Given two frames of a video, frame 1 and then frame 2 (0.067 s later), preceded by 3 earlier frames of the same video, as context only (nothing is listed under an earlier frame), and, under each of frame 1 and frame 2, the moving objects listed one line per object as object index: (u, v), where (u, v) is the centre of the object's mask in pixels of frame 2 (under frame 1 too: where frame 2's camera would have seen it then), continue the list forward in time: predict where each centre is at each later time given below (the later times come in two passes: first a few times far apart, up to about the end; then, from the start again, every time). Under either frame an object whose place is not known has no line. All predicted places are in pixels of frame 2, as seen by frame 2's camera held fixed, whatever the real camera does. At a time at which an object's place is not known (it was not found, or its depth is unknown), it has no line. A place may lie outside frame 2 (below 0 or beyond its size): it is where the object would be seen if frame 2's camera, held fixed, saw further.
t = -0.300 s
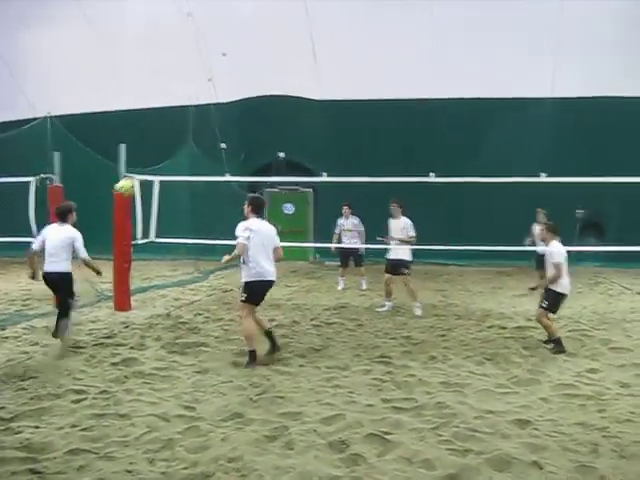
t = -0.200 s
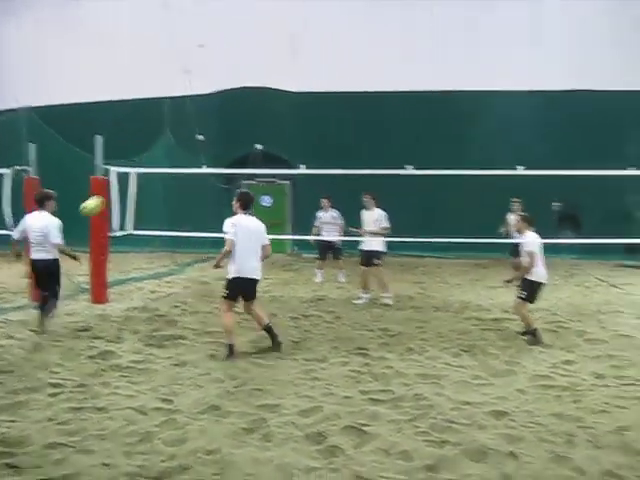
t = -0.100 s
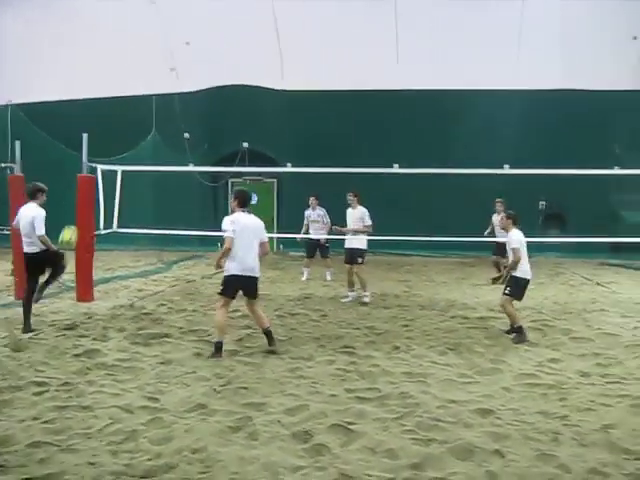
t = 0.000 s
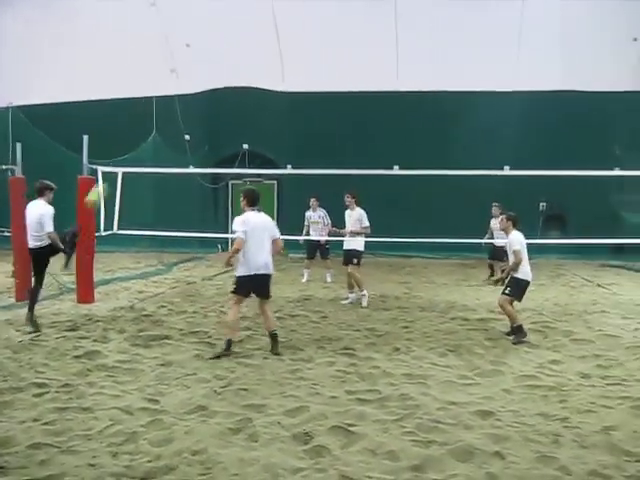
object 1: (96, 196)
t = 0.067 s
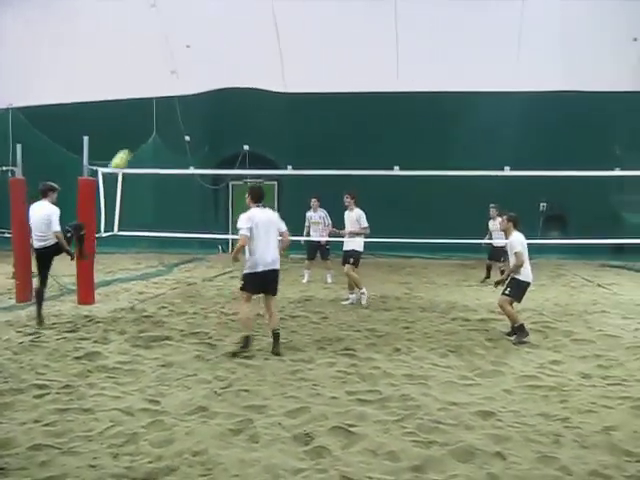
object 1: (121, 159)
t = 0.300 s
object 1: (192, 80)
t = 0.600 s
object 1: (264, 46)
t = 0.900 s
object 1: (322, 67)
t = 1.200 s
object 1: (374, 130)
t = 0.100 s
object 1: (131, 146)
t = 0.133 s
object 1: (141, 132)
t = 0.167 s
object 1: (152, 120)
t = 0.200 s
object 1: (163, 108)
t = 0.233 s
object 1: (171, 100)
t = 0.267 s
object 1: (183, 88)
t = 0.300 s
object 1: (192, 80)
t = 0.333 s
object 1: (202, 72)
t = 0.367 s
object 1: (210, 67)
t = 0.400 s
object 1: (218, 60)
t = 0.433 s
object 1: (226, 55)
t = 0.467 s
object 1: (235, 52)
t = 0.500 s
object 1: (243, 49)
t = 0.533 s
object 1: (250, 47)
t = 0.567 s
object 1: (258, 46)
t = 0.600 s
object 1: (264, 46)
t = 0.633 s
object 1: (271, 46)
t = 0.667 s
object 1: (278, 45)
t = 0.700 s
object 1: (283, 47)
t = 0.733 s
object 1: (290, 49)
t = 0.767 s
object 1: (297, 52)
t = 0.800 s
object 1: (303, 54)
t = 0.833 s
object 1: (310, 57)
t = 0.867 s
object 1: (315, 63)
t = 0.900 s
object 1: (322, 67)
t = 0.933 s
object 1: (328, 72)
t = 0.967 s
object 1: (335, 77)
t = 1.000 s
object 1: (341, 84)
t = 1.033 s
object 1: (347, 92)
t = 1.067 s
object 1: (353, 98)
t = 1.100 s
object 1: (359, 105)
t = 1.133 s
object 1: (364, 113)
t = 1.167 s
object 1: (369, 121)
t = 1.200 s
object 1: (374, 130)
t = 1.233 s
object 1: (379, 140)
